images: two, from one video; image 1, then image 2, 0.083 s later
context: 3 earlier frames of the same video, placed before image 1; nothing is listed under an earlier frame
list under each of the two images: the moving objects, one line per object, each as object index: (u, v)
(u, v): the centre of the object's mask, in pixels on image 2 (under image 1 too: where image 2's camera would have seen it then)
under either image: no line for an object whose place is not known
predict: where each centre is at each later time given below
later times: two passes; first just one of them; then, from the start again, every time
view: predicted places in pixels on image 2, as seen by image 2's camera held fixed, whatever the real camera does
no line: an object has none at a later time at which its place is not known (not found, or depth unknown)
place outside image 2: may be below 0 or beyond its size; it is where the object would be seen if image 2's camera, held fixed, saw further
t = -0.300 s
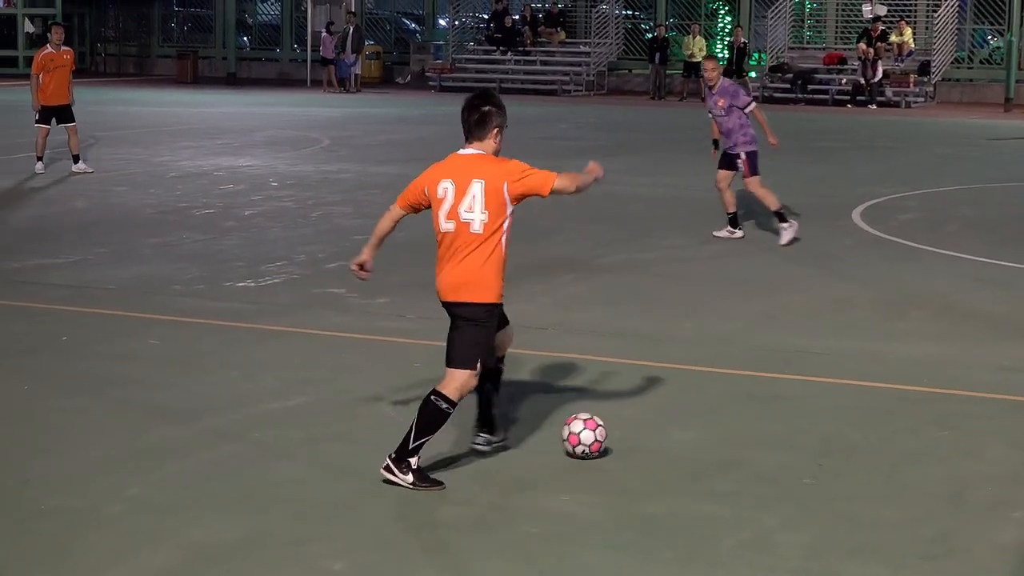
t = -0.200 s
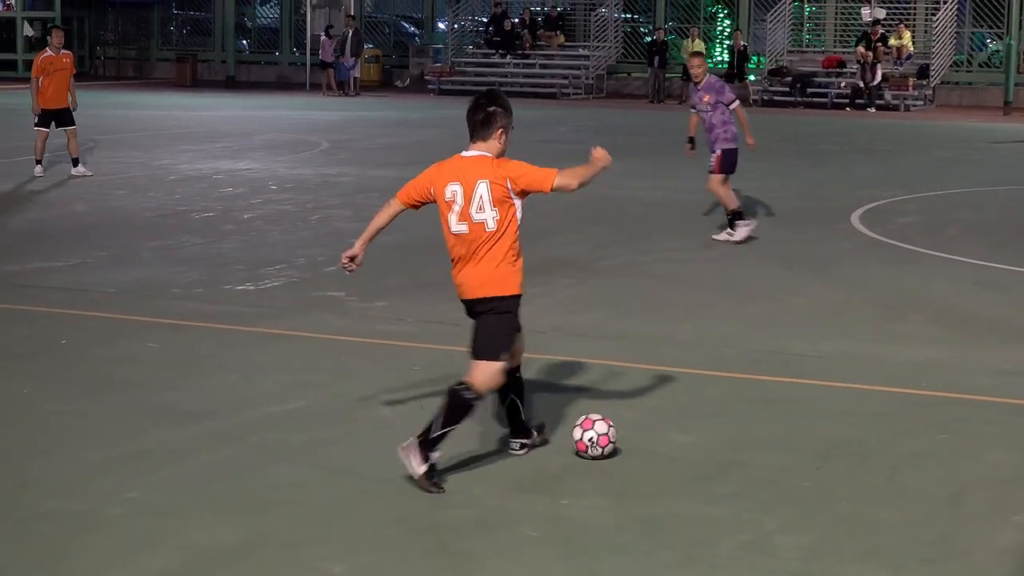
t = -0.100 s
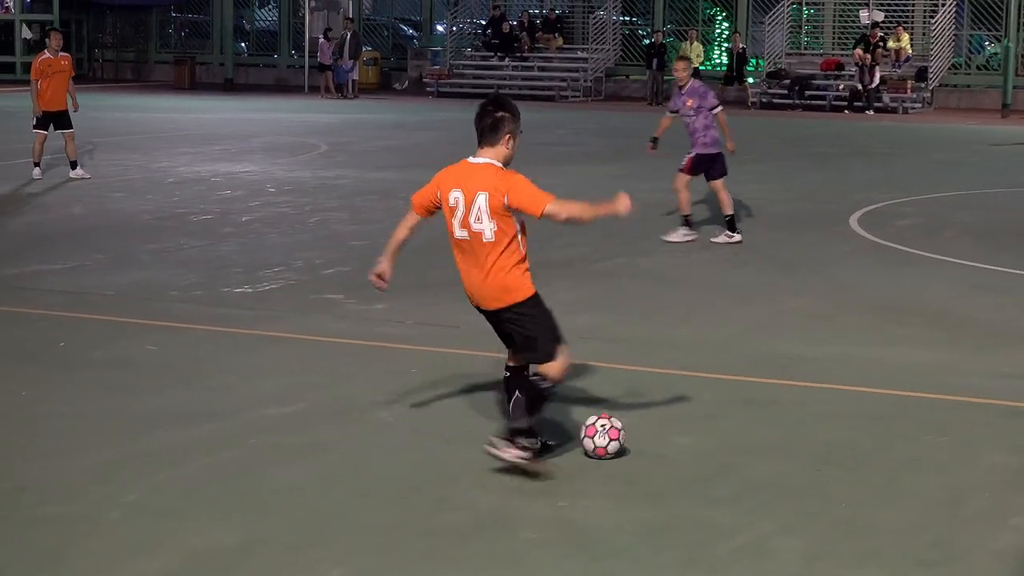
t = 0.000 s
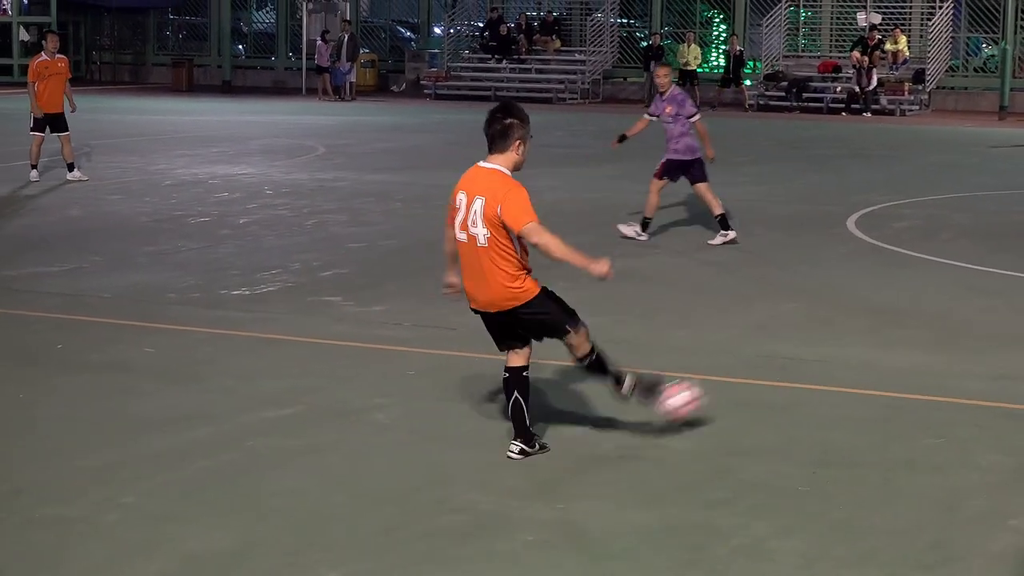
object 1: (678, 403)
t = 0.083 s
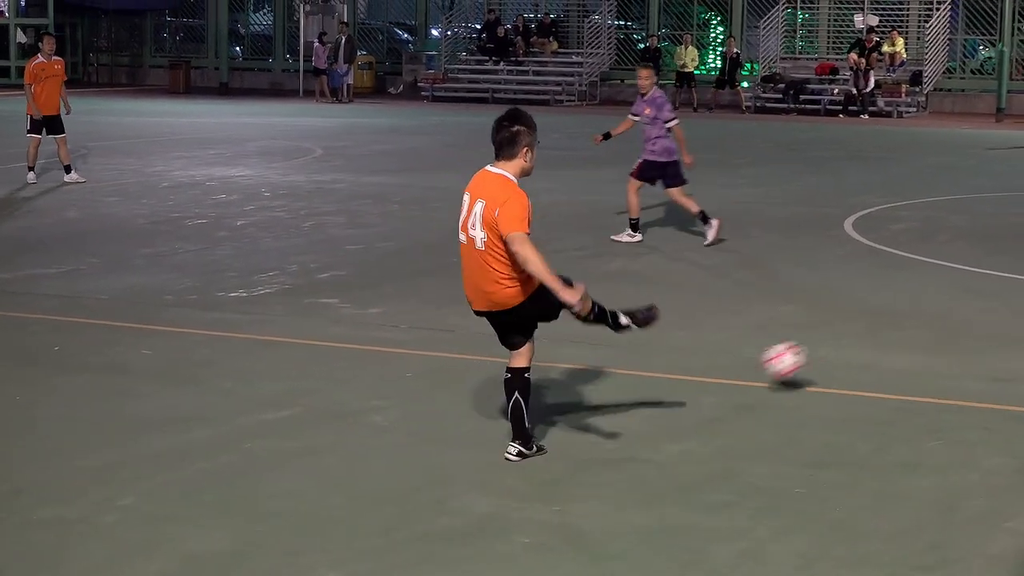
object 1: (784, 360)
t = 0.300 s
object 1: (969, 302)
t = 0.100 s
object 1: (802, 355)
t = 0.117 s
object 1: (821, 350)
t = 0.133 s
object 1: (838, 346)
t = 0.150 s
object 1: (855, 342)
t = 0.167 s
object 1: (871, 340)
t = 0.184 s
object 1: (887, 337)
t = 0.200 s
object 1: (901, 335)
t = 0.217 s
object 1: (915, 331)
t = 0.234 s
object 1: (926, 324)
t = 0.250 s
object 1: (937, 318)
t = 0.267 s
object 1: (948, 312)
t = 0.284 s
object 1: (958, 307)
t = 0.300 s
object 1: (969, 302)
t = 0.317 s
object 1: (978, 298)
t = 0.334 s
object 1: (987, 295)
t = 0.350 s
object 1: (996, 293)
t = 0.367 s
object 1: (1004, 291)
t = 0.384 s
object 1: (1013, 289)
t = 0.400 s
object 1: (1022, 287)
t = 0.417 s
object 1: (1030, 287)
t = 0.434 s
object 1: (1038, 286)
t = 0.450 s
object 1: (1044, 281)
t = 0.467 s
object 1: (1052, 277)
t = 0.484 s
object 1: (1058, 273)
